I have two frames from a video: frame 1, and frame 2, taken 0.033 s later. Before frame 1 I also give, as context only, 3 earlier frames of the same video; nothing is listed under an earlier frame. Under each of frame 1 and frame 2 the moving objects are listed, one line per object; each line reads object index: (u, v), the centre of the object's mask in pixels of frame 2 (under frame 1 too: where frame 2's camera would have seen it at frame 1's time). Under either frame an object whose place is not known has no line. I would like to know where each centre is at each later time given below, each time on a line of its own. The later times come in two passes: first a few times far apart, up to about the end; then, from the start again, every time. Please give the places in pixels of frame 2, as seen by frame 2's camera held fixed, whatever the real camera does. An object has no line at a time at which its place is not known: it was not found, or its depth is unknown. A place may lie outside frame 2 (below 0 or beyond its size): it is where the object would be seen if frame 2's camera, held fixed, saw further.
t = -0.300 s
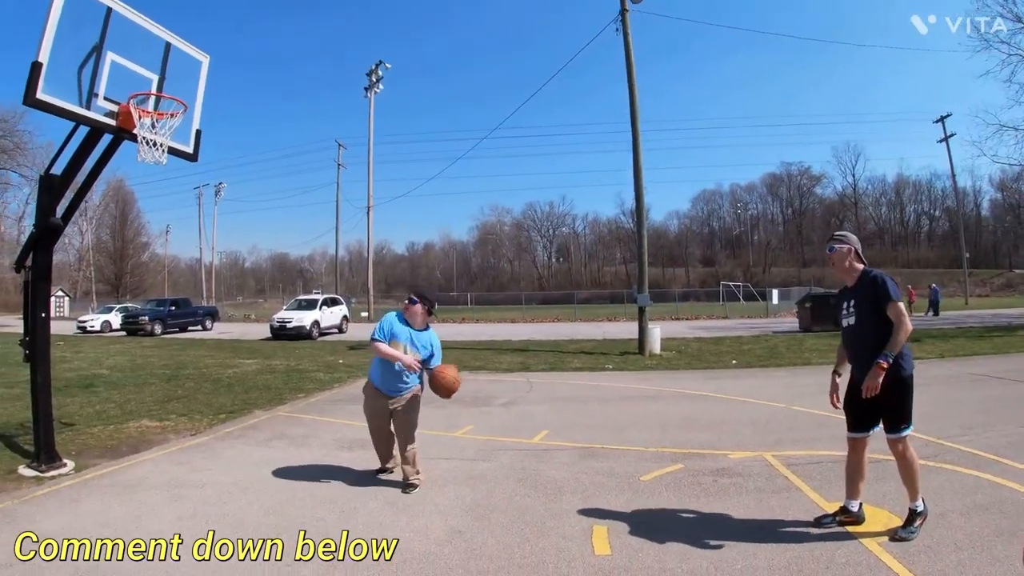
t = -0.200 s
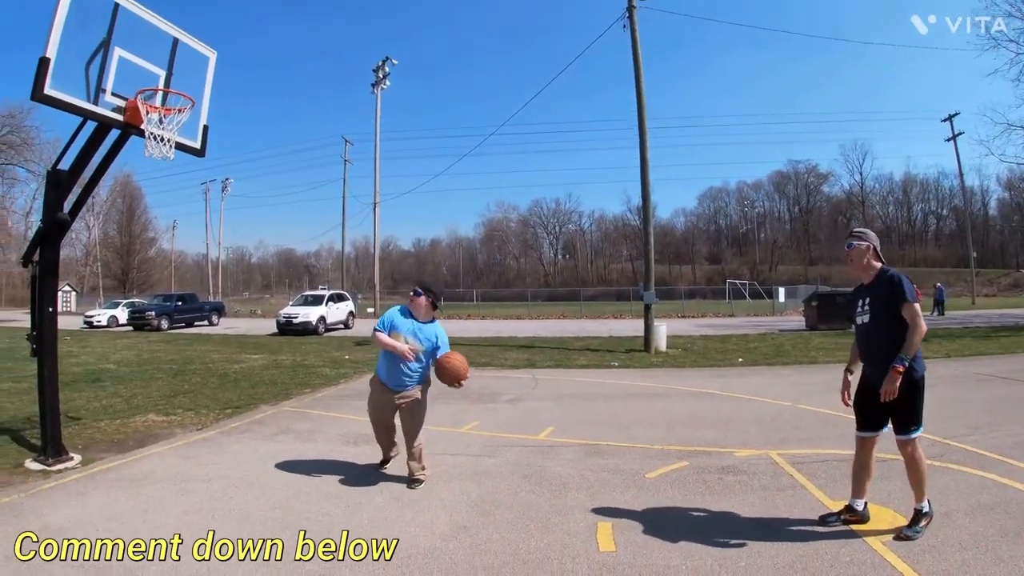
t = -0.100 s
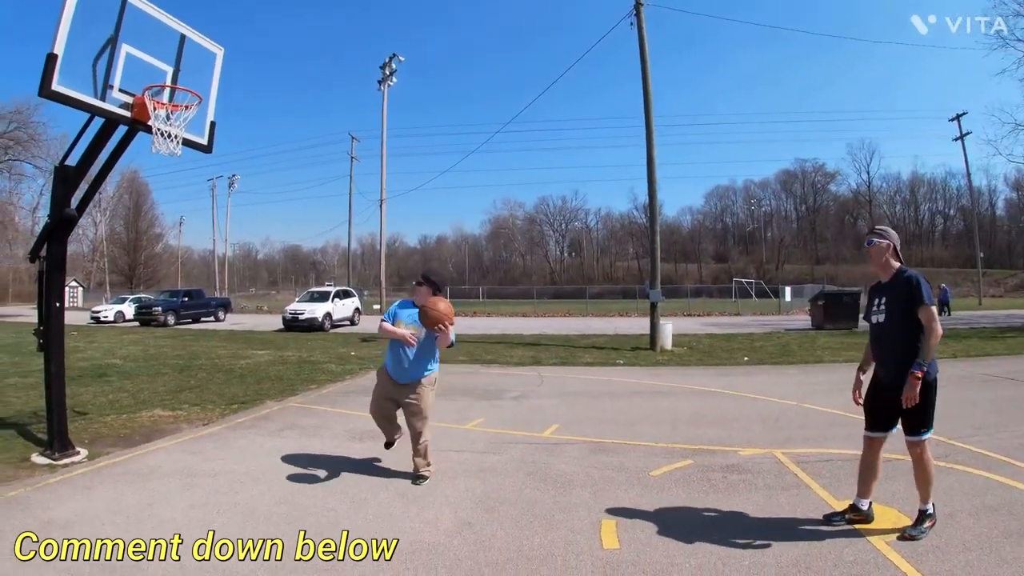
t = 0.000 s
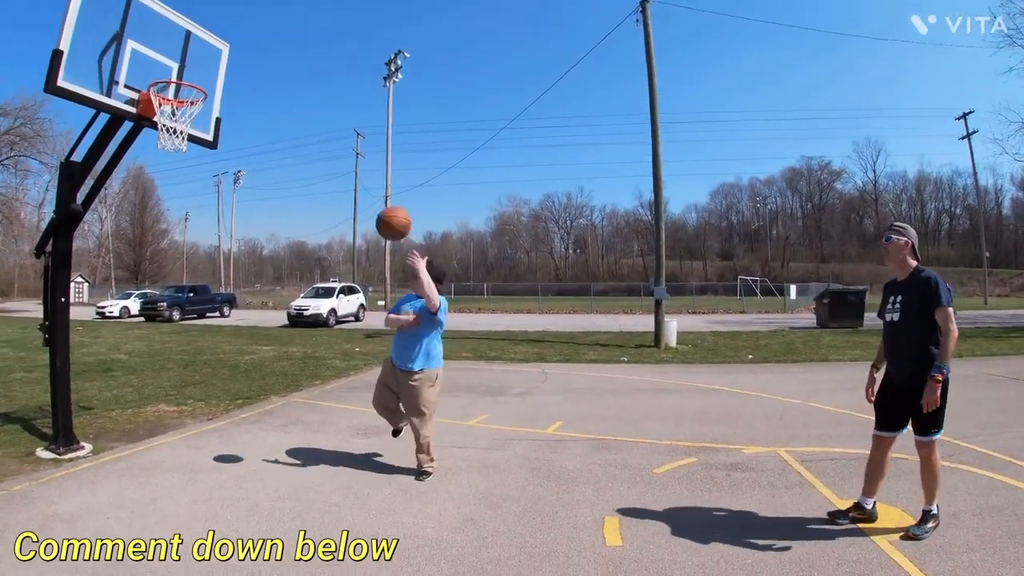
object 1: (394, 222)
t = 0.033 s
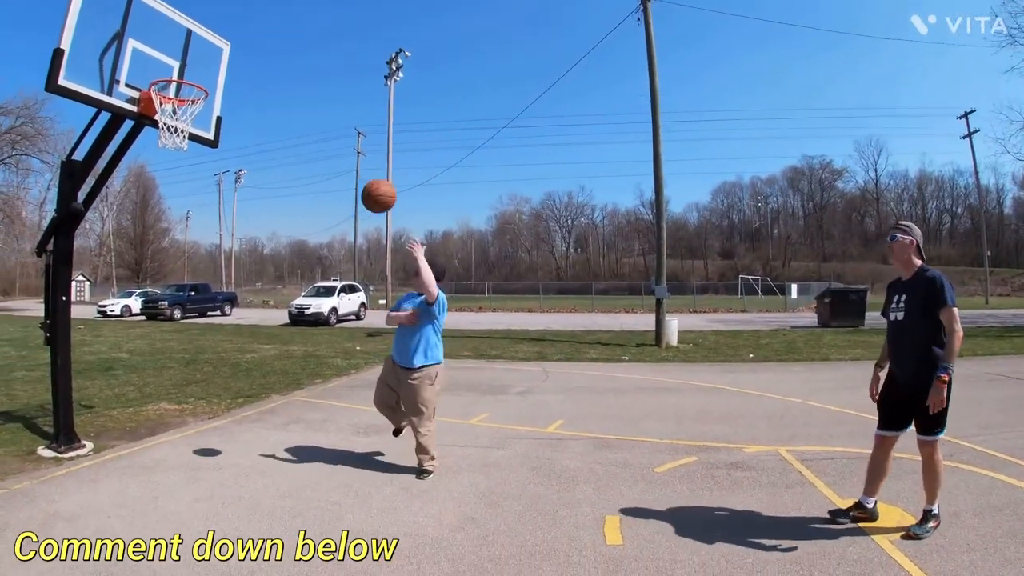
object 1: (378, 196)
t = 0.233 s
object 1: (295, 87)
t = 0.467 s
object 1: (215, 43)
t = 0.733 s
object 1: (182, 58)
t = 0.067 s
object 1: (363, 172)
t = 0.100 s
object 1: (349, 151)
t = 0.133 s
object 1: (335, 132)
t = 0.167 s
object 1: (321, 114)
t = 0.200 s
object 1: (308, 100)
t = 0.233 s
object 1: (295, 87)
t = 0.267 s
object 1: (283, 76)
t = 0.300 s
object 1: (271, 67)
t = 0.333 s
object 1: (259, 59)
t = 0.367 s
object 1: (248, 53)
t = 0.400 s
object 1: (237, 48)
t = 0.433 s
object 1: (226, 45)
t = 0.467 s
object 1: (215, 43)
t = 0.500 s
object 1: (205, 41)
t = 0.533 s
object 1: (195, 42)
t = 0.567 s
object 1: (185, 42)
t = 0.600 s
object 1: (174, 45)
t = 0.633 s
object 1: (167, 48)
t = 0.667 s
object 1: (172, 51)
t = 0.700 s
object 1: (177, 54)
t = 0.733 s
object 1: (182, 58)
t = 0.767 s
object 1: (187, 64)
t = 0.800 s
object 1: (192, 71)
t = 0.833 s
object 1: (198, 78)
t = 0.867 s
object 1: (201, 85)
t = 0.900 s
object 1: (197, 78)
